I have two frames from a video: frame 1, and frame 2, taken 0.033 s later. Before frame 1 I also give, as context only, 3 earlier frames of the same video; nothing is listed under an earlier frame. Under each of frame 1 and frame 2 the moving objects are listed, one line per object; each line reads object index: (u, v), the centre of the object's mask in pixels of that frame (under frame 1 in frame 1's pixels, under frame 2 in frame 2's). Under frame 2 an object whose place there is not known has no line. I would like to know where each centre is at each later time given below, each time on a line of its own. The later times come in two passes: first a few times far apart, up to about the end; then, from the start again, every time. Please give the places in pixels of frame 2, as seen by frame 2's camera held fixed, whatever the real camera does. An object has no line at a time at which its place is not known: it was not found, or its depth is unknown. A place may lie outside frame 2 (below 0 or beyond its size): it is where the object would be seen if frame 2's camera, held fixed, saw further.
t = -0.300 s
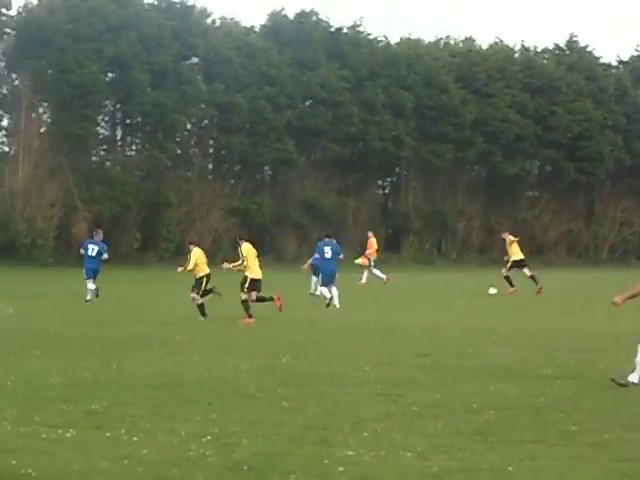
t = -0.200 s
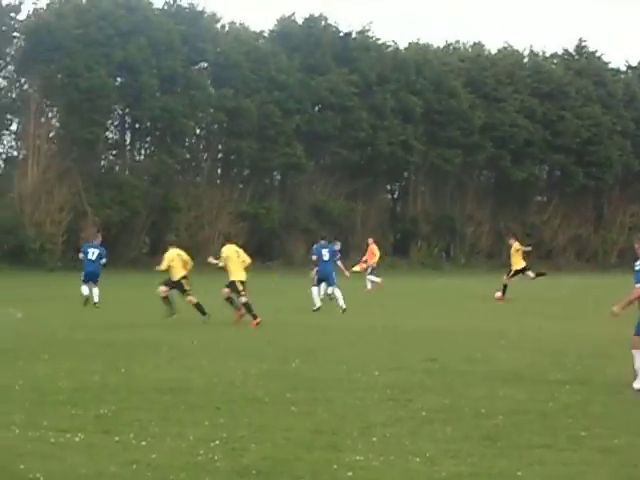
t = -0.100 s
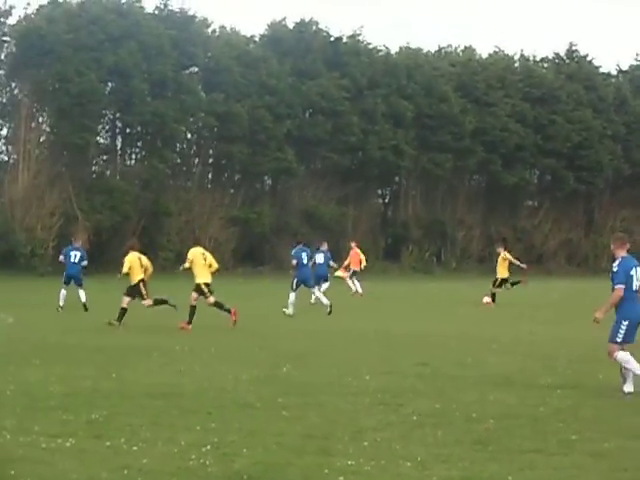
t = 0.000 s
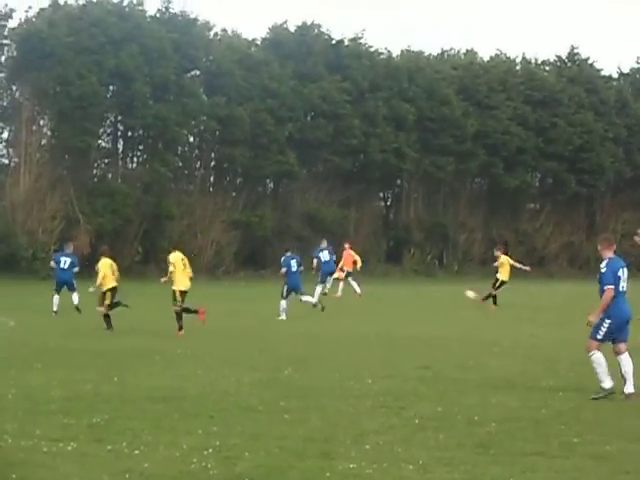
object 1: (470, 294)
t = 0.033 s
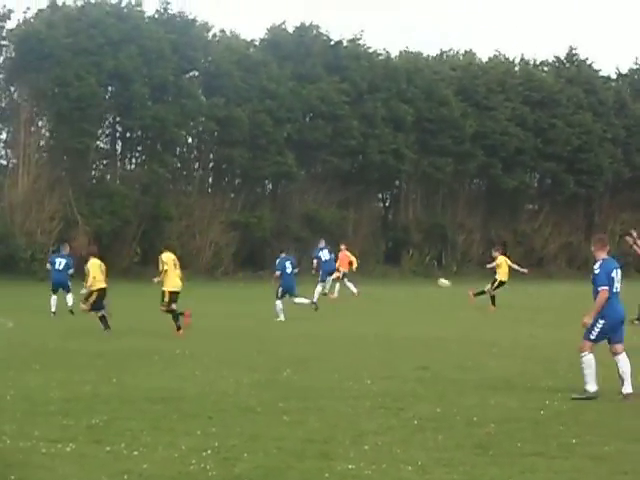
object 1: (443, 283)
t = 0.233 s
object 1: (297, 213)
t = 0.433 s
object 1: (159, 155)
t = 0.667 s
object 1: (6, 103)
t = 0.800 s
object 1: (-88, 80)
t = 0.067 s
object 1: (418, 270)
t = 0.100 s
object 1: (394, 258)
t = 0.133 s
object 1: (369, 247)
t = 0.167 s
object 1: (345, 235)
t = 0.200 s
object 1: (321, 224)
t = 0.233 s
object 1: (297, 213)
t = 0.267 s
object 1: (273, 203)
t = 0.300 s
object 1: (249, 193)
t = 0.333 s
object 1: (227, 183)
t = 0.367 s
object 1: (204, 174)
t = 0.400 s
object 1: (181, 164)
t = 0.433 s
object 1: (159, 155)
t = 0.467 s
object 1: (138, 147)
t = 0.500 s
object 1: (116, 139)
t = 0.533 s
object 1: (93, 130)
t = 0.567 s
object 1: (71, 123)
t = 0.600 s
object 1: (48, 116)
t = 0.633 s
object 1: (27, 109)
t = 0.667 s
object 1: (6, 103)
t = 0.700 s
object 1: (-17, 97)
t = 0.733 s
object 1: (-41, 91)
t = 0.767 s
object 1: (-64, 86)
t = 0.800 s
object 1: (-88, 80)
